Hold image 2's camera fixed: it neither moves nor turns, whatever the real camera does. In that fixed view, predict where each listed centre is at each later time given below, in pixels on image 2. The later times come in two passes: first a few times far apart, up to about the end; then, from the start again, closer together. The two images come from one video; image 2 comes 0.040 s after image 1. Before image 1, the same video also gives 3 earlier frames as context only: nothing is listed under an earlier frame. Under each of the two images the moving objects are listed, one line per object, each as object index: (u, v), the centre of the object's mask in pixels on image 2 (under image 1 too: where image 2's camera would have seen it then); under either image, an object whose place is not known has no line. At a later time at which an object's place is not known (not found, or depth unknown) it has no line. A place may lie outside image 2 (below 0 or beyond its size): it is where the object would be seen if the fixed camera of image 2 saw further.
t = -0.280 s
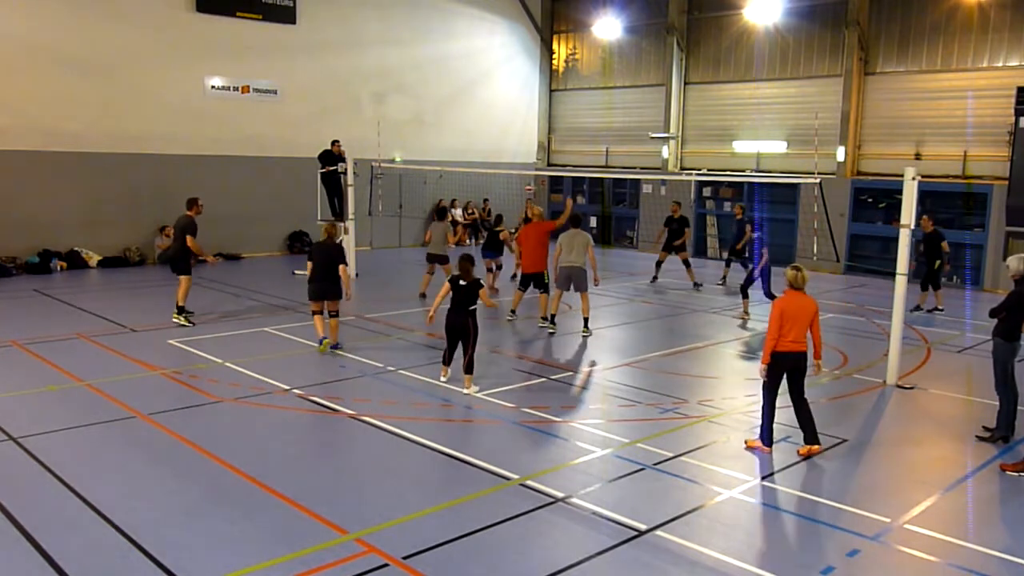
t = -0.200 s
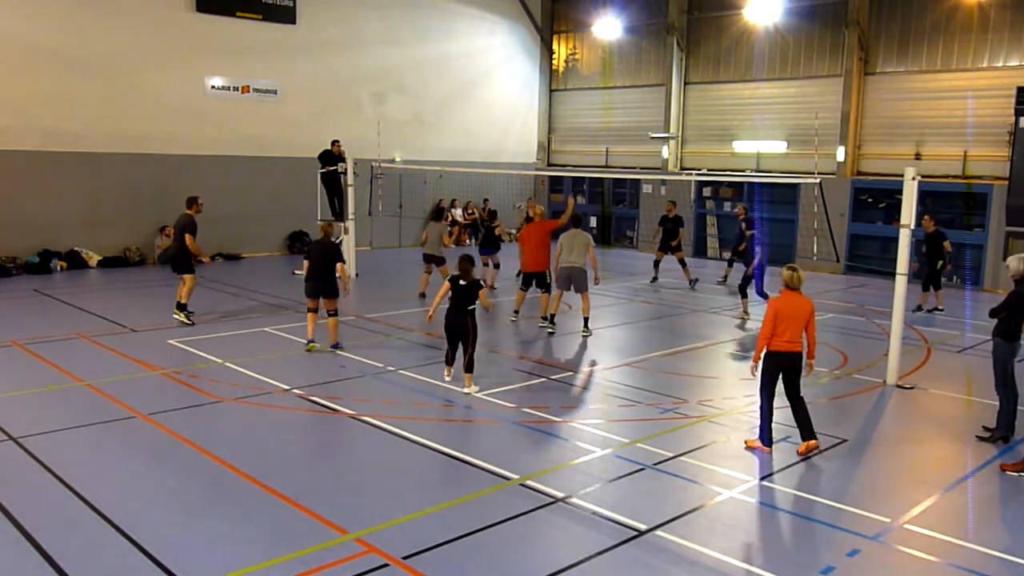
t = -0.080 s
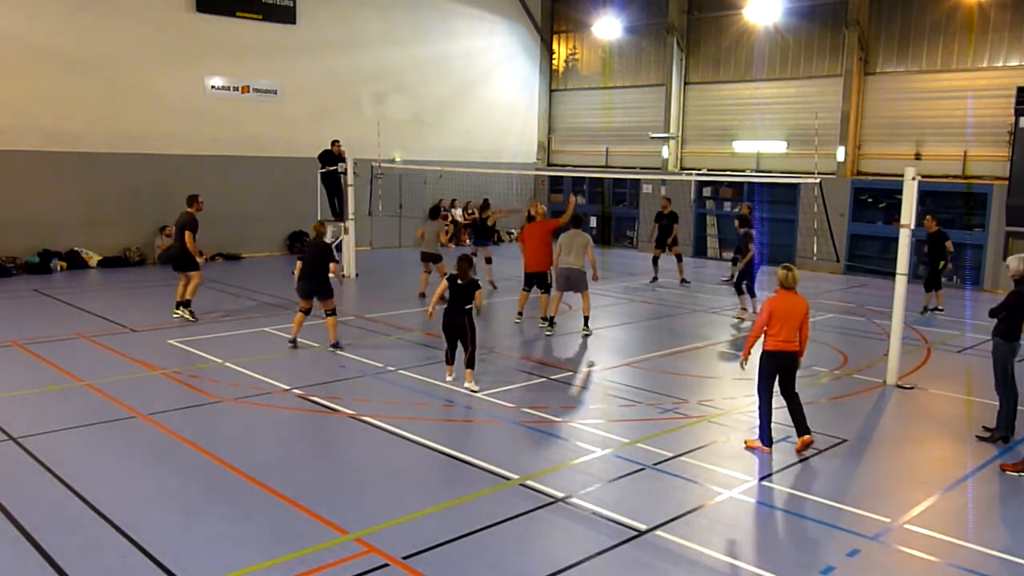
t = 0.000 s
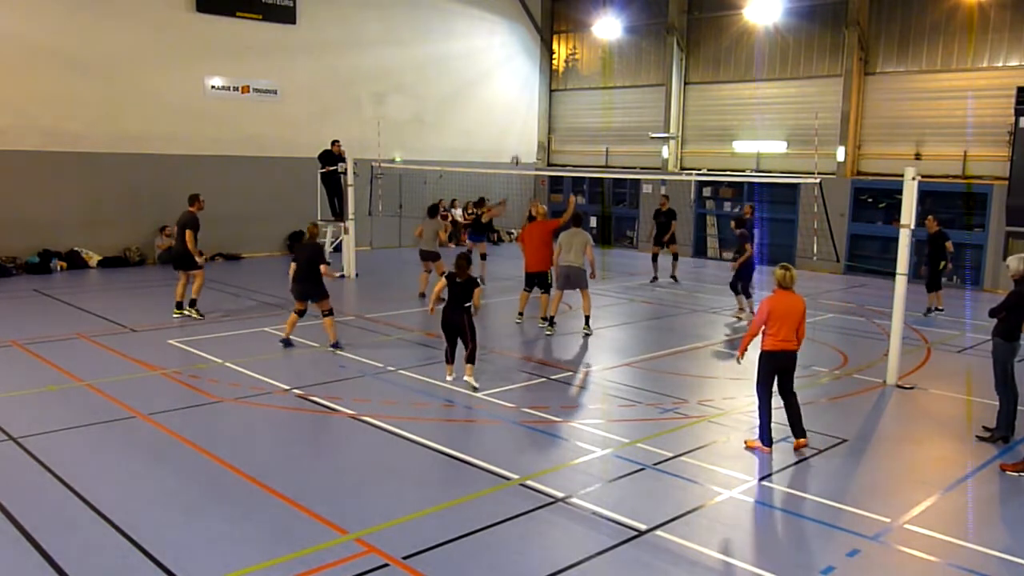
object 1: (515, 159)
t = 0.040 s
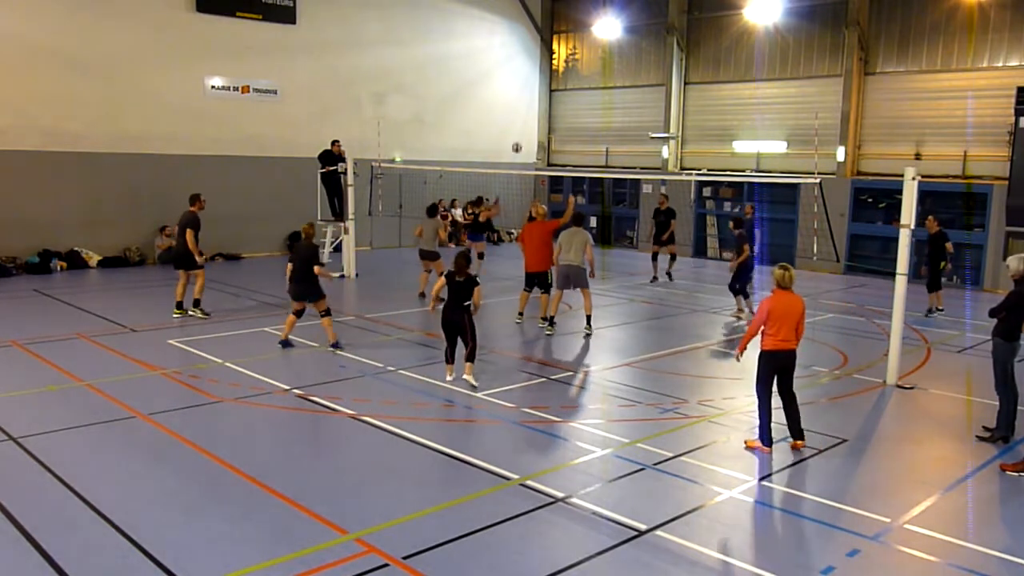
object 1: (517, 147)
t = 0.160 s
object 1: (519, 114)
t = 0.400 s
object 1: (524, 70)
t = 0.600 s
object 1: (528, 58)
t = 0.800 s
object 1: (530, 66)
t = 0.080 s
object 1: (517, 135)
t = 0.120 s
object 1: (519, 124)
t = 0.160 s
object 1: (519, 114)
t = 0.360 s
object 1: (523, 75)
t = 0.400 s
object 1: (524, 70)
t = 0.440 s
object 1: (525, 66)
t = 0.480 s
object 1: (526, 63)
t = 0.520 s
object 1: (527, 61)
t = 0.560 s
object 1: (527, 59)
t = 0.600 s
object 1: (528, 58)
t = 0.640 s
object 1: (528, 58)
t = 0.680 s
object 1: (529, 59)
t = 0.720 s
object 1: (529, 61)
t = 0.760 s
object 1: (530, 63)
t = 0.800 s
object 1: (530, 66)
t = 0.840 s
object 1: (531, 70)
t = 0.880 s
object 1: (531, 75)
